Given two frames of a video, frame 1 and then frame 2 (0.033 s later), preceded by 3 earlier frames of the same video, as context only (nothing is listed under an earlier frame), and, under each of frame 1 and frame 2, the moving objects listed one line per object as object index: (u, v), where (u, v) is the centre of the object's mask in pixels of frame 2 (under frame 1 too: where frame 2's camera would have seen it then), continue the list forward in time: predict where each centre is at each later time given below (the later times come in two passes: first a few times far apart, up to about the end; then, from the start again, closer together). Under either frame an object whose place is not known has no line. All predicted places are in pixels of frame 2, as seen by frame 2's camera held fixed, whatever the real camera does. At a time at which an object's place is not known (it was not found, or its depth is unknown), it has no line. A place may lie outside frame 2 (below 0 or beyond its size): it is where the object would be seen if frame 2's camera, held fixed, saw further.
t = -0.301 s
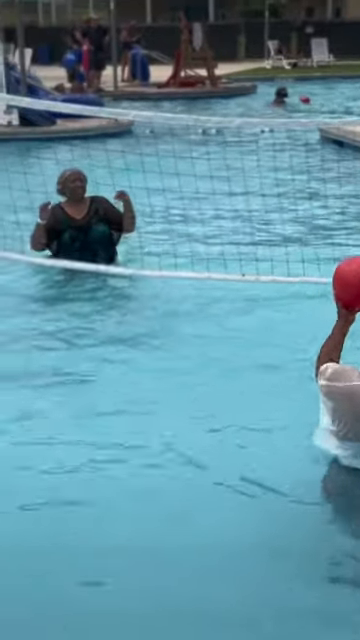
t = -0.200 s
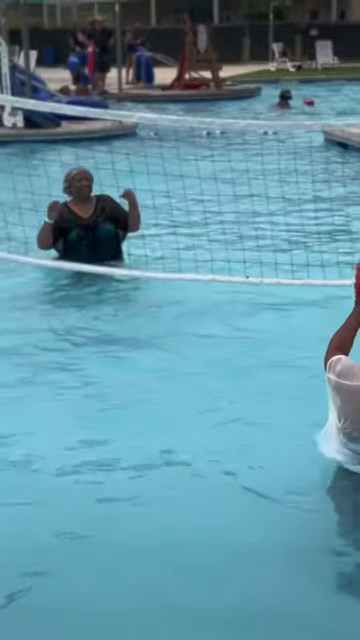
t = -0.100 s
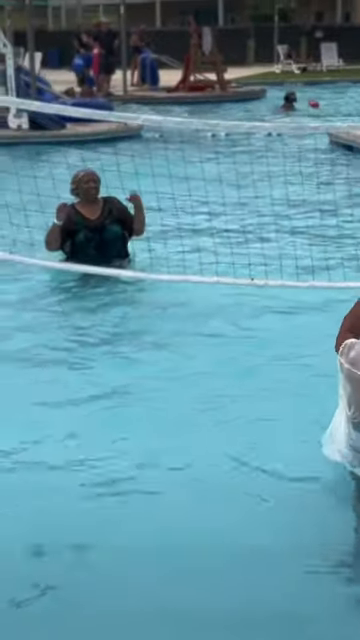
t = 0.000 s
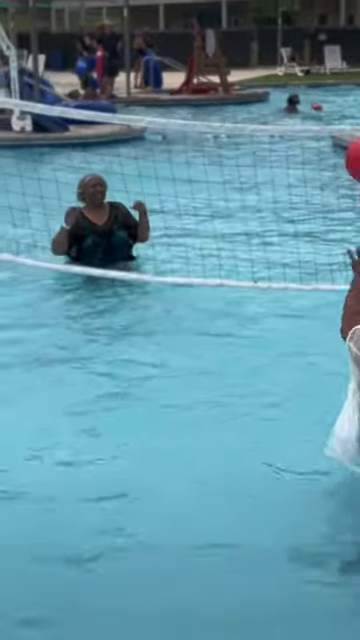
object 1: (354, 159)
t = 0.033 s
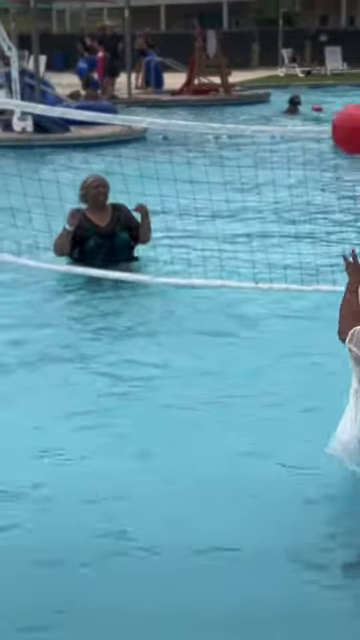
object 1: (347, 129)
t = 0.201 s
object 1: (289, 33)
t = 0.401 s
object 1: (228, 11)
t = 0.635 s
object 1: (181, 70)
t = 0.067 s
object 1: (340, 103)
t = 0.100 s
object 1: (329, 81)
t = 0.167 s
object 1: (301, 45)
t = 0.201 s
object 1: (289, 33)
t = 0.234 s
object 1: (277, 24)
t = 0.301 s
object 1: (255, 12)
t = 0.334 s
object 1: (245, 9)
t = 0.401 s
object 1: (228, 11)
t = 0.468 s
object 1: (213, 20)
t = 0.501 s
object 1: (205, 27)
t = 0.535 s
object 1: (198, 36)
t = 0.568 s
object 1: (192, 47)
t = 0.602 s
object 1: (187, 58)
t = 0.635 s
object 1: (181, 70)
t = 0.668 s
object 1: (174, 84)
